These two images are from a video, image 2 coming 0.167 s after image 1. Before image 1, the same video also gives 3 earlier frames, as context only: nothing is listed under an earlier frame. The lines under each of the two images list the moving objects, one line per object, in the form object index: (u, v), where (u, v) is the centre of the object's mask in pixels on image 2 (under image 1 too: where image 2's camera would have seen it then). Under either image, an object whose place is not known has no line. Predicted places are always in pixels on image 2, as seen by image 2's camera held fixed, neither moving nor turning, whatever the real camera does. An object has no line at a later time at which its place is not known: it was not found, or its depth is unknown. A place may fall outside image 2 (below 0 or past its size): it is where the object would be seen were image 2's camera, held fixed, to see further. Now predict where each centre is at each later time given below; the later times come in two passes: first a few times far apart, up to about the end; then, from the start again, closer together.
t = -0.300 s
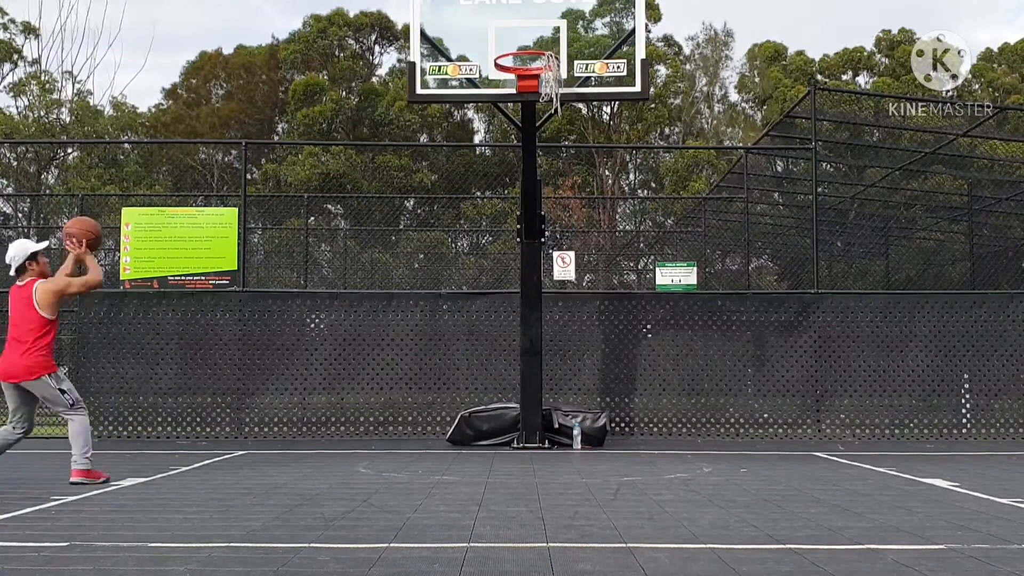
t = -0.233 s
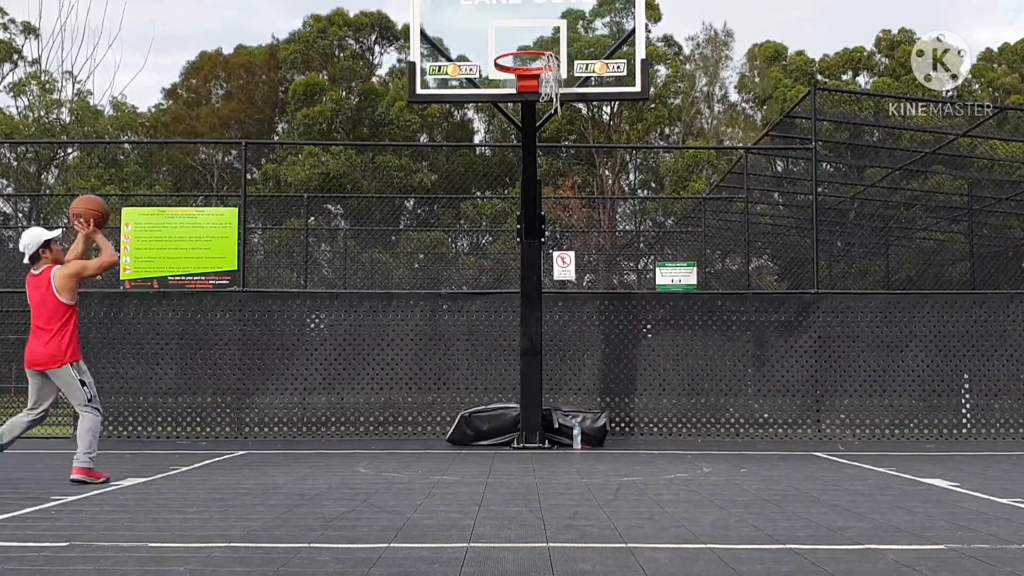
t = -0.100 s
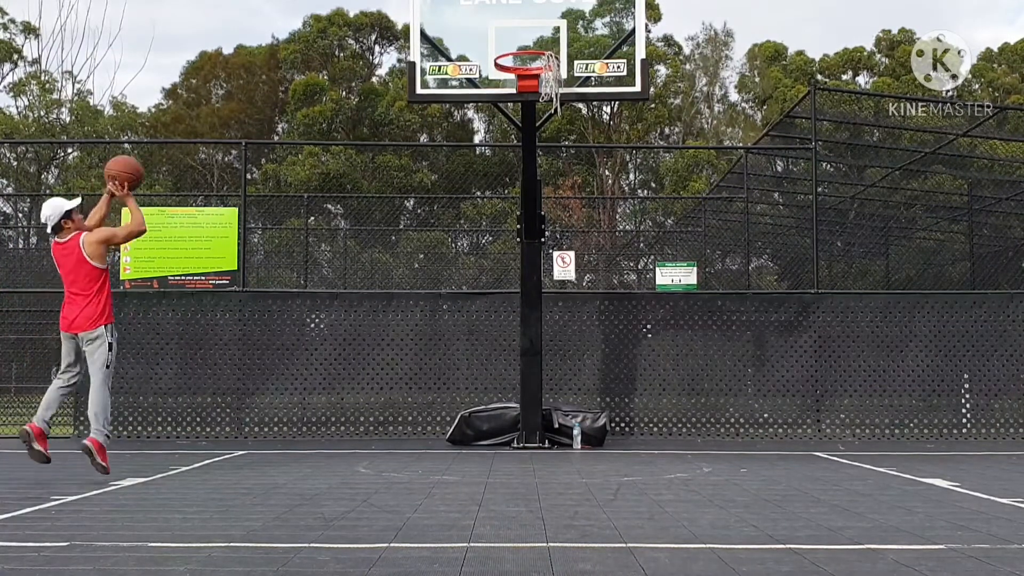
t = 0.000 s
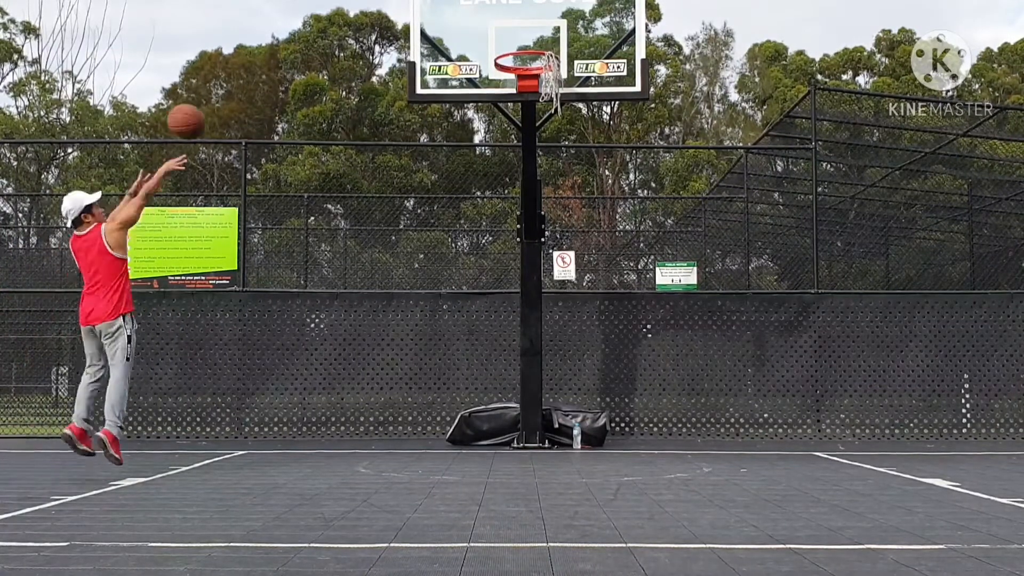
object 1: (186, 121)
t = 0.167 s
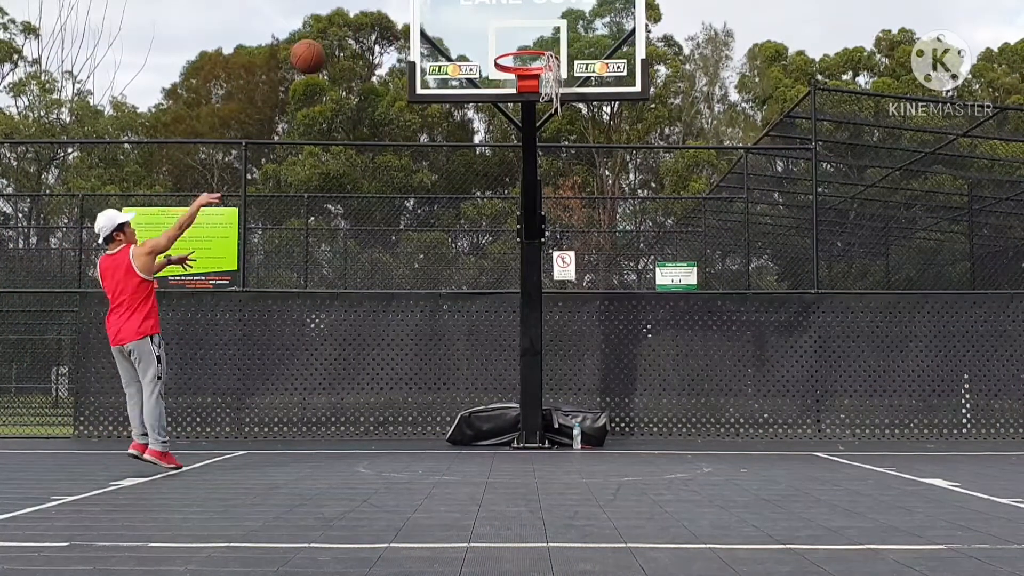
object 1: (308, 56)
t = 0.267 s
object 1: (374, 39)
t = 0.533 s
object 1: (501, 39)
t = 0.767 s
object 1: (532, 60)
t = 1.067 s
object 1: (495, 116)
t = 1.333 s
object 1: (460, 267)
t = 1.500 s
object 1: (436, 418)
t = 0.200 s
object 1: (330, 49)
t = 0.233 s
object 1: (352, 43)
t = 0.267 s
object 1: (374, 39)
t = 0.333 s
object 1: (416, 34)
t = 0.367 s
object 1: (435, 34)
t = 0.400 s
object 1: (455, 35)
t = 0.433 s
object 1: (470, 36)
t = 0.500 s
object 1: (490, 37)
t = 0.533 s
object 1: (501, 39)
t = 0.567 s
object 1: (511, 41)
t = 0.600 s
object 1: (521, 48)
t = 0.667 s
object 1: (532, 51)
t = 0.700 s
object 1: (537, 56)
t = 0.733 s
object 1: (536, 57)
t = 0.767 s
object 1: (532, 60)
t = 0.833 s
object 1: (524, 67)
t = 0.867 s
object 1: (520, 69)
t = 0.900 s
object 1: (515, 72)
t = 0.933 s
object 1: (511, 78)
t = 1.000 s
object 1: (503, 94)
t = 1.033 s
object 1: (499, 104)
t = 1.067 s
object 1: (495, 116)
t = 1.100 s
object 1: (490, 129)
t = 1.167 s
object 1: (481, 160)
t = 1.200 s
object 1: (477, 179)
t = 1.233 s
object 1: (473, 198)
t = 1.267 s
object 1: (469, 219)
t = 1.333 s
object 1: (460, 267)
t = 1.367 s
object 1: (455, 294)
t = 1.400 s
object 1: (450, 322)
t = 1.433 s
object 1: (446, 352)
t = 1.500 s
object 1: (436, 418)
